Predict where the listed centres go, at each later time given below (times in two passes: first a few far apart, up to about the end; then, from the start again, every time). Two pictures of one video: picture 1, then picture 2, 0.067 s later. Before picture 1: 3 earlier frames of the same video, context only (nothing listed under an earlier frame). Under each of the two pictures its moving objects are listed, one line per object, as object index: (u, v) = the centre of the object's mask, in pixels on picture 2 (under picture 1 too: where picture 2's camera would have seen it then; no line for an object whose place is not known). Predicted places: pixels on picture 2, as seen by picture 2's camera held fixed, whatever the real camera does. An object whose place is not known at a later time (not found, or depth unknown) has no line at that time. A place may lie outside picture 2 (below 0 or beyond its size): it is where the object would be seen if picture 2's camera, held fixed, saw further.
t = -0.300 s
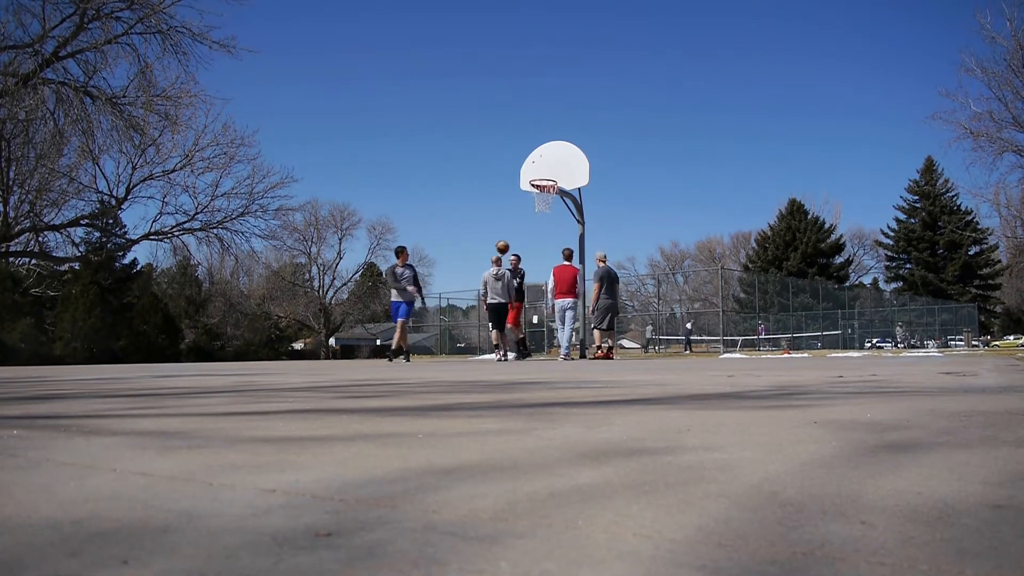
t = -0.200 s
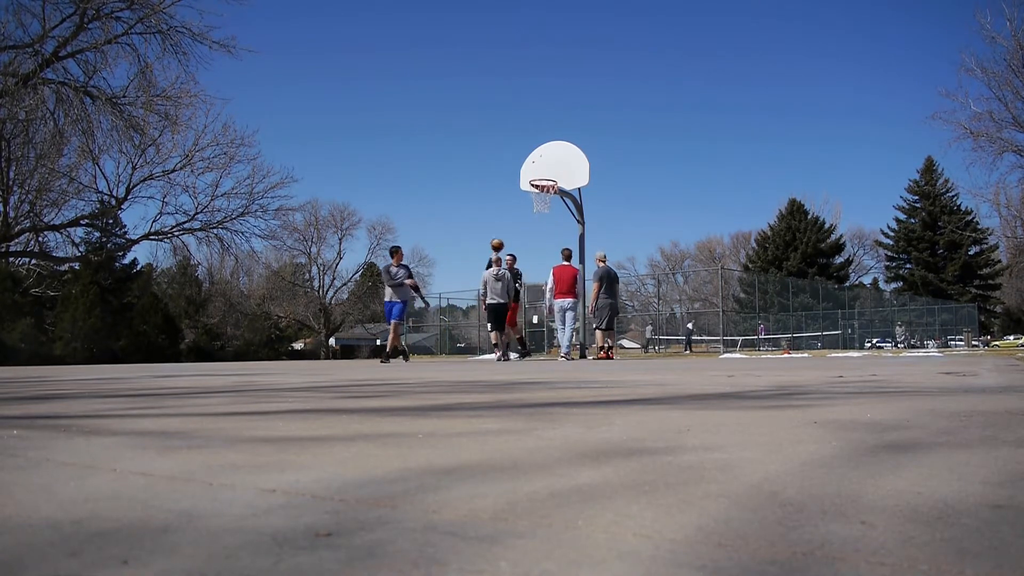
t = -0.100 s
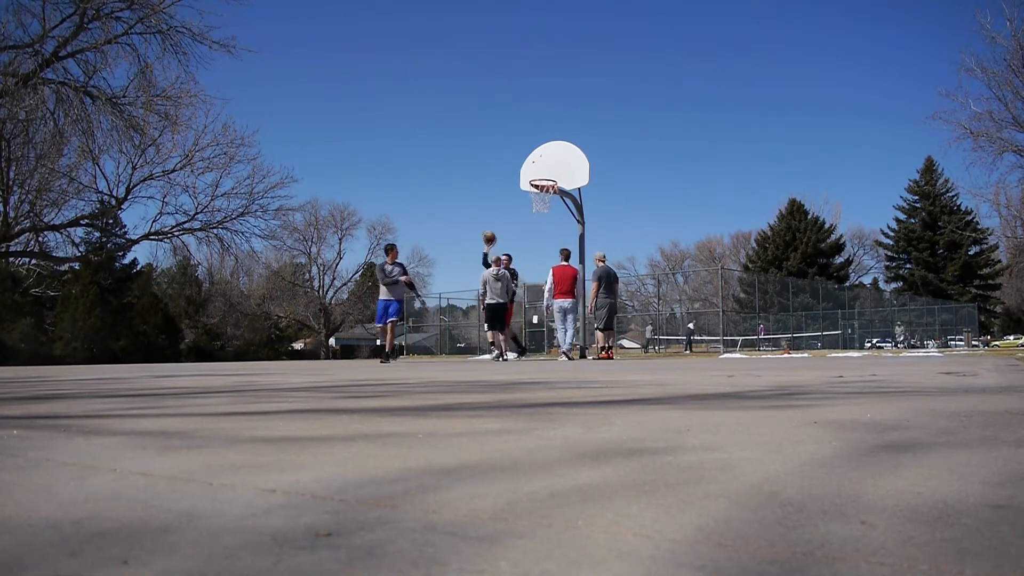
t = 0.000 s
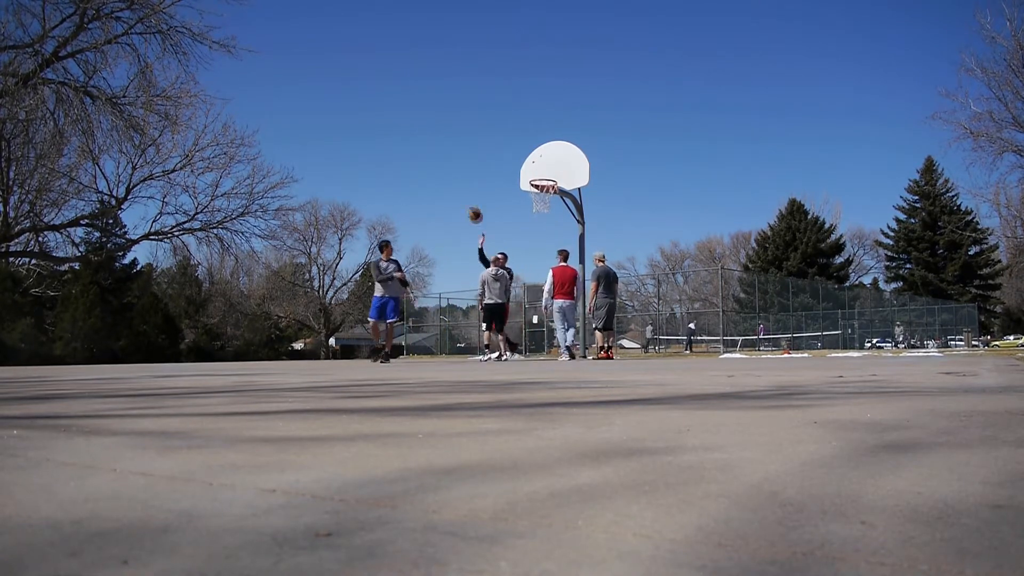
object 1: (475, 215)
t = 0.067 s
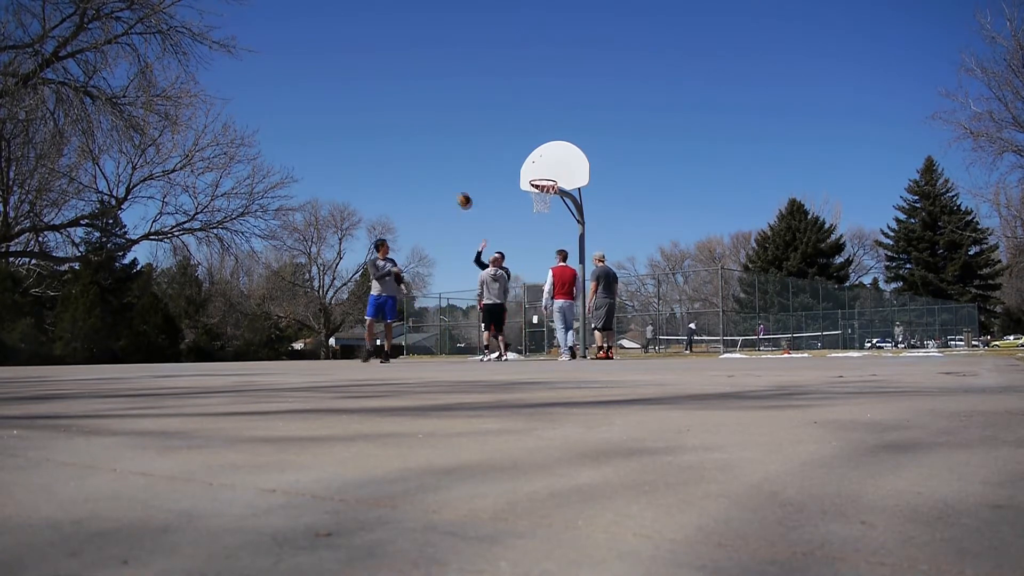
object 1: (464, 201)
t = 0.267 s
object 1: (430, 172)
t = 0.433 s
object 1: (399, 165)
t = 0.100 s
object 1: (459, 195)
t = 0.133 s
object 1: (453, 189)
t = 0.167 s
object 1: (448, 184)
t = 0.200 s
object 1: (442, 179)
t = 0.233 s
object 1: (436, 175)
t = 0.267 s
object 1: (430, 172)
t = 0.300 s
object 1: (424, 169)
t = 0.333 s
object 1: (418, 167)
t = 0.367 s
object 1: (411, 166)
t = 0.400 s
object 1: (405, 165)
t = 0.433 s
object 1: (399, 165)
